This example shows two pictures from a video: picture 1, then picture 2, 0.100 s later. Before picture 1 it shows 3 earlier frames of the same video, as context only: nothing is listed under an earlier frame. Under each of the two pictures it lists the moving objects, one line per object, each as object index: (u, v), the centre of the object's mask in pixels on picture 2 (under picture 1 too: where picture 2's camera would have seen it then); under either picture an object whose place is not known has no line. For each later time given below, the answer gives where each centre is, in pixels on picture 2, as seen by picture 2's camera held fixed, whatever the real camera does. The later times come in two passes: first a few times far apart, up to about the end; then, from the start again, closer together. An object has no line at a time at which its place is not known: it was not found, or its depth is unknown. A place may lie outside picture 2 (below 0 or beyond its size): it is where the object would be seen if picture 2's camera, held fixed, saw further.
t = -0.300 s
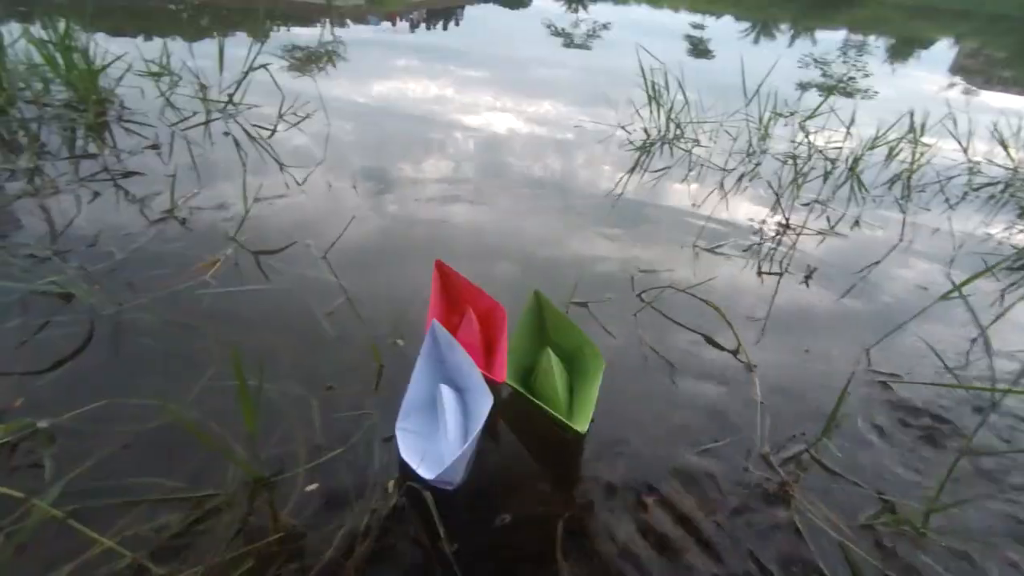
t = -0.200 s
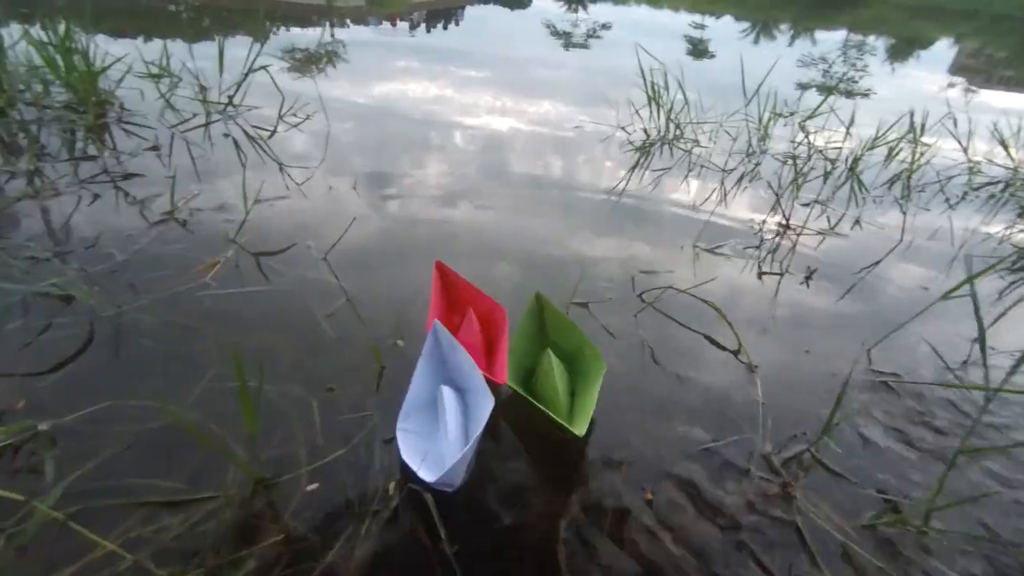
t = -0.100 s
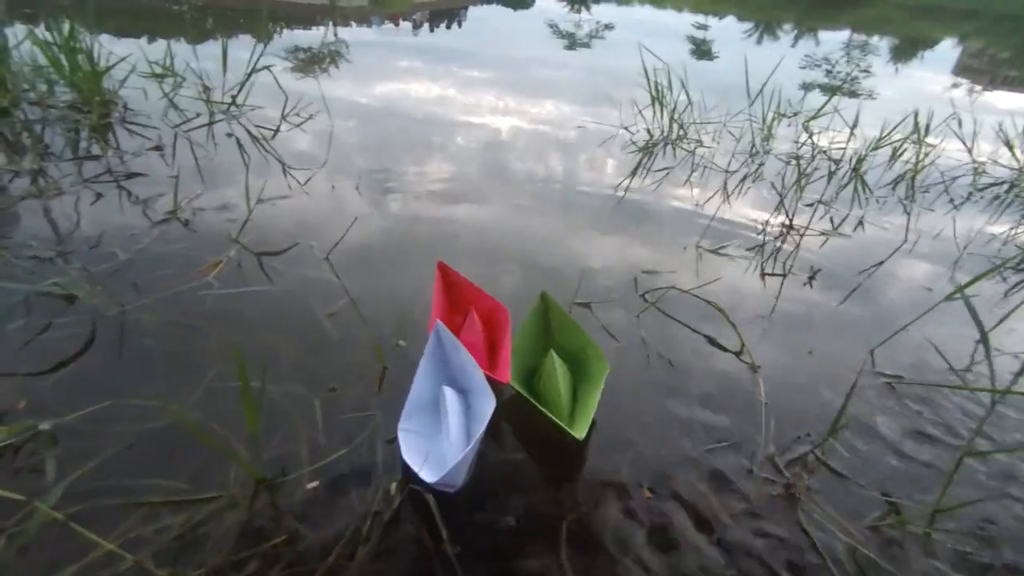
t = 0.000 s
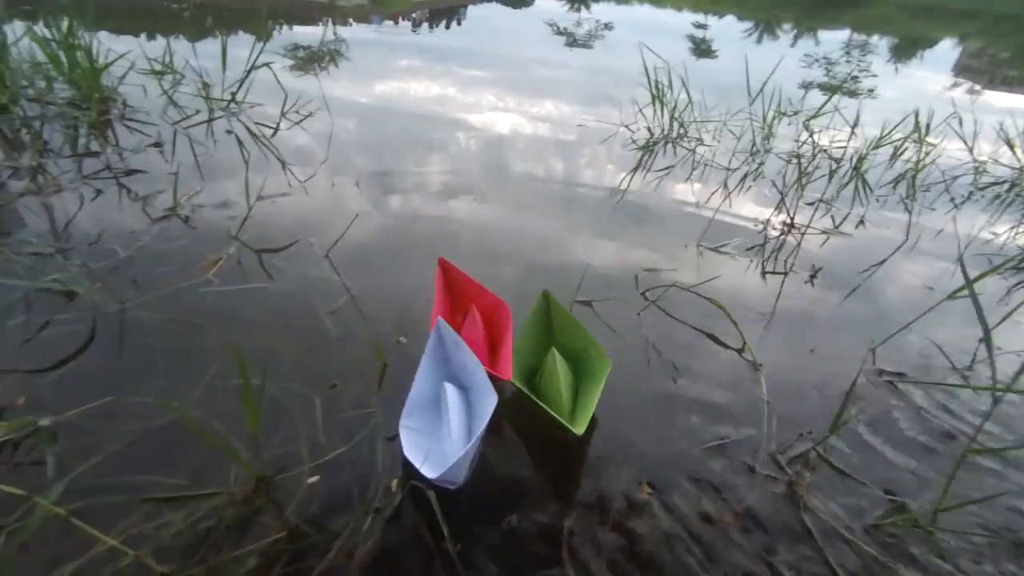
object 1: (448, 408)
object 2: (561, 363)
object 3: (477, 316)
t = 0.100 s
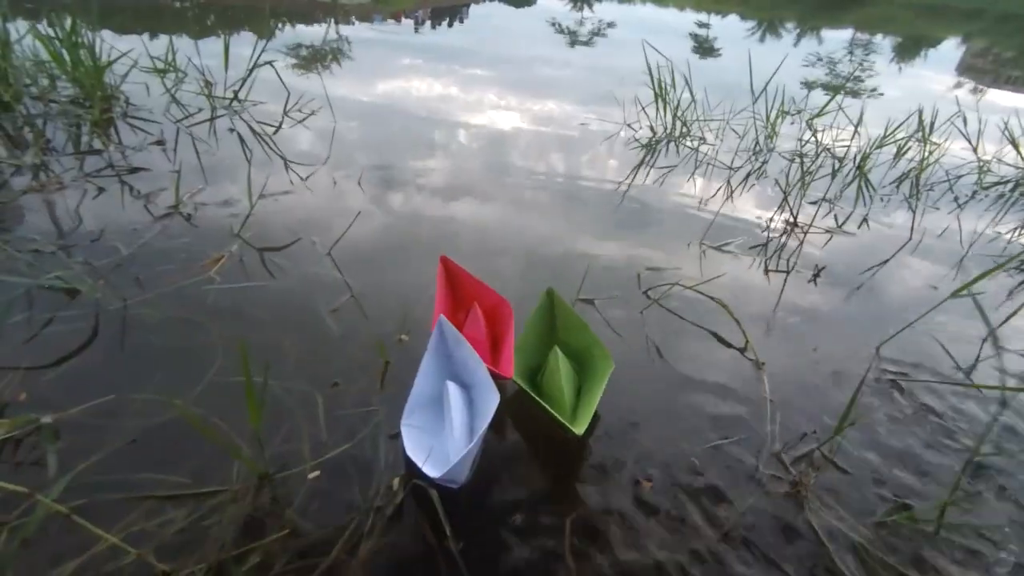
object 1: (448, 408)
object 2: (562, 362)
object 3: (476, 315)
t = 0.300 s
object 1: (447, 407)
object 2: (561, 363)
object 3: (477, 315)
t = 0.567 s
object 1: (449, 406)
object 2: (560, 362)
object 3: (476, 313)
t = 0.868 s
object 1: (449, 404)
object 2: (556, 358)
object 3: (474, 309)
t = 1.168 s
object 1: (449, 403)
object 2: (551, 354)
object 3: (471, 305)
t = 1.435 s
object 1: (449, 404)
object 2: (546, 351)
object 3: (466, 302)
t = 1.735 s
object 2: (538, 344)
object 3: (460, 292)
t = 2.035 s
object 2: (529, 335)
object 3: (454, 285)
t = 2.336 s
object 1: (440, 377)
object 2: (521, 330)
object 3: (448, 278)
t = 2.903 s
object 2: (504, 310)
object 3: (439, 266)
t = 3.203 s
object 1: (430, 373)
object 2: (492, 301)
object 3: (432, 259)
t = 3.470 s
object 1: (427, 374)
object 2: (482, 294)
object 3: (425, 254)
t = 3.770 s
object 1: (424, 375)
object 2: (474, 287)
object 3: (417, 249)
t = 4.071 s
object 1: (422, 375)
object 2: (467, 280)
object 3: (411, 246)
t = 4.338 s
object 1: (421, 376)
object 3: (405, 243)
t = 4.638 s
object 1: (421, 375)
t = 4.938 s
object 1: (420, 374)
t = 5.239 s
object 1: (420, 375)
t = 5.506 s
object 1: (419, 375)
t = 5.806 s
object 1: (416, 374)
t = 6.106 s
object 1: (408, 373)
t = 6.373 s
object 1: (401, 373)
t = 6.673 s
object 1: (393, 375)
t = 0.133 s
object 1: (448, 408)
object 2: (562, 363)
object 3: (477, 315)
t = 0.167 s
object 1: (449, 408)
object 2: (562, 363)
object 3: (477, 316)
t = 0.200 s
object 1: (449, 408)
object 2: (562, 363)
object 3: (477, 315)
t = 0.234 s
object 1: (448, 407)
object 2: (562, 363)
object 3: (477, 315)
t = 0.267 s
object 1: (447, 406)
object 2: (562, 363)
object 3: (477, 315)
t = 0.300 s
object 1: (447, 407)
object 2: (561, 363)
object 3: (477, 315)
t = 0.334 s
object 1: (447, 407)
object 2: (561, 363)
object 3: (477, 315)
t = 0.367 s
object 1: (448, 407)
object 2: (561, 363)
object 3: (477, 315)
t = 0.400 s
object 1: (448, 407)
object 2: (561, 363)
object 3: (477, 314)
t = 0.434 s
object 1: (448, 406)
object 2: (561, 362)
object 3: (477, 314)
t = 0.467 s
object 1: (449, 406)
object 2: (560, 362)
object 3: (476, 313)
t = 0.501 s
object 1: (449, 406)
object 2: (560, 362)
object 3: (476, 313)
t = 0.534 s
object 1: (449, 406)
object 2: (560, 362)
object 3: (476, 313)
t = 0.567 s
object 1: (449, 406)
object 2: (560, 362)
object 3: (476, 313)
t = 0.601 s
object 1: (449, 405)
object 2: (559, 361)
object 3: (476, 312)
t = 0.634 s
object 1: (449, 405)
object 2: (559, 361)
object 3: (476, 312)
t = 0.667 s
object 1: (449, 405)
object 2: (559, 361)
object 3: (476, 311)
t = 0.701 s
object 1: (449, 405)
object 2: (558, 361)
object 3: (475, 311)
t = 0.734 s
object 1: (449, 405)
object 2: (558, 360)
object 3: (475, 311)
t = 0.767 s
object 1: (449, 404)
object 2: (557, 360)
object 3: (475, 310)
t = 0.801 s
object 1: (449, 404)
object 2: (557, 359)
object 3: (475, 310)
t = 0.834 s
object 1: (449, 404)
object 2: (557, 359)
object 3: (474, 309)
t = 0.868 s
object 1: (449, 404)
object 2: (556, 358)
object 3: (474, 309)
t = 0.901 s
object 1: (449, 404)
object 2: (555, 358)
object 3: (473, 309)
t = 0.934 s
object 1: (449, 404)
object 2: (555, 357)
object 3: (473, 308)
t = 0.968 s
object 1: (449, 404)
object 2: (554, 358)
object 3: (473, 308)
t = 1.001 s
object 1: (449, 404)
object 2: (554, 357)
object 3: (472, 308)
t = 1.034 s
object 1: (448, 404)
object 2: (554, 357)
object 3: (472, 307)
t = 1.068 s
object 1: (449, 403)
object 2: (553, 356)
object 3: (472, 307)
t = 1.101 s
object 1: (449, 403)
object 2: (552, 355)
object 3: (471, 306)
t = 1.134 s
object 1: (449, 403)
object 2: (551, 354)
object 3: (471, 305)
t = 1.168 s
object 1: (449, 403)
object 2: (551, 354)
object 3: (471, 305)
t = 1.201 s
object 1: (449, 403)
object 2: (550, 354)
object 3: (470, 304)
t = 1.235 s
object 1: (449, 403)
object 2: (550, 353)
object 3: (470, 304)
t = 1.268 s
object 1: (448, 404)
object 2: (549, 353)
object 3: (469, 304)
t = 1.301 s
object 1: (448, 404)
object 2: (548, 352)
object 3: (468, 303)
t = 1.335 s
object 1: (448, 404)
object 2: (547, 352)
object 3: (468, 303)
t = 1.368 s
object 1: (448, 404)
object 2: (546, 351)
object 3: (467, 302)
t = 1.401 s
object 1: (449, 404)
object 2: (546, 351)
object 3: (467, 302)
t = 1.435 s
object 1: (449, 404)
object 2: (546, 351)
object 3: (466, 302)
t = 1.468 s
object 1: (450, 404)
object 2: (545, 350)
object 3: (466, 301)
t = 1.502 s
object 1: (450, 403)
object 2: (544, 349)
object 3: (465, 301)
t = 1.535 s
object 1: (449, 402)
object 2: (543, 347)
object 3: (465, 300)
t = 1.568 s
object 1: (449, 401)
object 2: (543, 346)
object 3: (464, 299)
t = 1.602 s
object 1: (448, 399)
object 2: (541, 345)
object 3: (463, 297)
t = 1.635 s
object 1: (447, 397)
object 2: (540, 344)
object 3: (462, 296)
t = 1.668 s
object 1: (447, 396)
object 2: (539, 344)
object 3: (461, 294)
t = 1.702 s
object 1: (447, 394)
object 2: (538, 344)
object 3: (461, 293)
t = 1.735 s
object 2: (538, 344)
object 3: (460, 292)
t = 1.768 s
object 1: (447, 394)
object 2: (537, 344)
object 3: (460, 292)
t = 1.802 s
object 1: (447, 395)
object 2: (536, 343)
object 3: (459, 292)
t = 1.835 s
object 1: (447, 394)
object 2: (535, 342)
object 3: (458, 292)
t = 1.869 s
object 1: (447, 394)
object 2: (534, 340)
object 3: (457, 292)
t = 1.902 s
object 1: (447, 393)
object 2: (533, 339)
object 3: (457, 290)
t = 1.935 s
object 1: (446, 390)
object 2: (532, 338)
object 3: (457, 289)
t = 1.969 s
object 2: (531, 338)
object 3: (456, 287)
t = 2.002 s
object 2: (530, 337)
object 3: (455, 286)
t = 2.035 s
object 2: (529, 335)
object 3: (454, 285)
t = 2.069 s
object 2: (529, 335)
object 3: (454, 285)
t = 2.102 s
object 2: (529, 335)
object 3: (454, 285)
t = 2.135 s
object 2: (528, 335)
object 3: (453, 285)
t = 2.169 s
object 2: (527, 334)
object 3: (452, 284)
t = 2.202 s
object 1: (443, 384)
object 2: (527, 333)
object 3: (452, 283)
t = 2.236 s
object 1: (442, 383)
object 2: (526, 332)
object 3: (451, 282)
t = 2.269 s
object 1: (441, 381)
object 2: (525, 332)
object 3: (450, 281)
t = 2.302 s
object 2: (523, 331)
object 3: (449, 279)
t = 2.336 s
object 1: (440, 377)
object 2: (521, 330)
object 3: (448, 278)
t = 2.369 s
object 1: (440, 377)
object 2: (521, 329)
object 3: (448, 277)
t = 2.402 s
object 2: (520, 327)
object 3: (447, 276)
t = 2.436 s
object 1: (439, 377)
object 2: (519, 326)
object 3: (447, 276)
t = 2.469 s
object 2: (519, 325)
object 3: (447, 277)
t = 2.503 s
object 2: (518, 323)
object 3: (447, 276)
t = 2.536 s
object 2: (517, 324)
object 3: (446, 275)
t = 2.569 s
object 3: (444, 273)
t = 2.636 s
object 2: (513, 322)
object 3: (443, 271)
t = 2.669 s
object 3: (443, 270)
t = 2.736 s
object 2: (510, 315)
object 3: (442, 270)
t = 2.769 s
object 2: (509, 315)
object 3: (441, 270)
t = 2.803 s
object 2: (508, 314)
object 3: (441, 269)
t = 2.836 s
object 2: (507, 312)
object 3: (440, 268)
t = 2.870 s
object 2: (506, 311)
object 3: (439, 267)
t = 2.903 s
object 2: (504, 310)
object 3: (439, 266)
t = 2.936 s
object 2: (502, 310)
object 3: (438, 265)
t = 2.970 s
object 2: (500, 309)
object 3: (437, 264)
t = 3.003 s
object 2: (499, 307)
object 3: (436, 264)
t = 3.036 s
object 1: (431, 373)
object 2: (498, 305)
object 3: (436, 264)
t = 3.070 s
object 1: (431, 372)
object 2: (497, 304)
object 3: (435, 263)
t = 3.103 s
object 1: (430, 372)
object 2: (496, 304)
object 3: (435, 262)
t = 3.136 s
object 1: (430, 372)
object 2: (495, 303)
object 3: (434, 261)
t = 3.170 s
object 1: (430, 372)
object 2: (494, 301)
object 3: (433, 260)
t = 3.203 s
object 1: (430, 373)
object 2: (492, 301)
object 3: (432, 259)
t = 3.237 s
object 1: (430, 373)
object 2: (490, 301)
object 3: (431, 258)
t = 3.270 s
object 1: (430, 373)
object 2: (489, 300)
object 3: (430, 258)
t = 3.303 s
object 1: (430, 374)
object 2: (488, 299)
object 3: (430, 257)
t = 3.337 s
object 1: (429, 374)
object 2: (487, 297)
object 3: (429, 257)
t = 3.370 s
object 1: (428, 374)
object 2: (485, 297)
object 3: (428, 256)
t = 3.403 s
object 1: (428, 373)
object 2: (485, 296)
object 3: (427, 256)
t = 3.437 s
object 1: (427, 374)
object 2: (483, 294)
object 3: (426, 255)
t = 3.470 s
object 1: (427, 374)
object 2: (482, 294)
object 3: (425, 254)
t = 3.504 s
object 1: (426, 374)
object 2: (481, 293)
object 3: (424, 253)
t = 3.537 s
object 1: (426, 374)
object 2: (480, 293)
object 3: (423, 252)
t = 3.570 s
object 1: (426, 374)
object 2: (479, 291)
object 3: (422, 252)
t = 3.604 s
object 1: (425, 375)
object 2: (477, 290)
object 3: (421, 251)
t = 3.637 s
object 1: (425, 375)
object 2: (476, 290)
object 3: (421, 251)
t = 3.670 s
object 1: (425, 375)
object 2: (476, 289)
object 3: (420, 250)
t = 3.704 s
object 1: (424, 375)
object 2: (475, 287)
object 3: (419, 250)
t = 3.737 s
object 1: (424, 376)
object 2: (474, 288)
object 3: (418, 250)
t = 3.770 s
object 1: (424, 375)
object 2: (474, 287)
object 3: (417, 249)
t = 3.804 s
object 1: (424, 375)
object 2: (473, 287)
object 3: (416, 249)
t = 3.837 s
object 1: (424, 375)
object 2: (471, 286)
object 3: (415, 248)
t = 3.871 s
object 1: (423, 376)
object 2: (470, 286)
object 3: (415, 248)
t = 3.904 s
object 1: (422, 376)
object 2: (469, 285)
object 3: (414, 247)
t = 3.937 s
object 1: (422, 376)
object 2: (468, 284)
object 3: (413, 247)
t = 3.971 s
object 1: (422, 376)
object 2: (468, 282)
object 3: (413, 246)
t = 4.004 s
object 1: (422, 376)
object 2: (467, 281)
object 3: (412, 246)
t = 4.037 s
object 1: (422, 376)
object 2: (467, 281)
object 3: (411, 246)
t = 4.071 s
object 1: (422, 375)
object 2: (467, 280)
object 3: (411, 246)
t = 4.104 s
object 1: (422, 376)
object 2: (466, 280)
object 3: (410, 246)
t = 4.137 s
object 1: (421, 375)
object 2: (464, 279)
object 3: (409, 245)
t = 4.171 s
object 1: (421, 375)
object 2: (463, 279)
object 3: (409, 245)
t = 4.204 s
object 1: (420, 375)
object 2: (463, 278)
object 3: (408, 244)
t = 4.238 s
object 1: (421, 376)
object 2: (462, 277)
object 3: (407, 243)
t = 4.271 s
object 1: (421, 376)
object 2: (462, 276)
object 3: (407, 243)
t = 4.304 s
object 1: (421, 376)
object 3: (406, 243)
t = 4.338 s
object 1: (421, 376)
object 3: (405, 243)
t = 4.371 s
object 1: (421, 376)
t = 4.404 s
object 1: (420, 375)
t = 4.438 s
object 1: (420, 375)
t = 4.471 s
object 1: (420, 376)
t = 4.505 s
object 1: (421, 376)
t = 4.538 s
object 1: (421, 375)
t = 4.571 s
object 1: (421, 375)
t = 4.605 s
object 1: (421, 376)
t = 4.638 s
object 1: (421, 375)
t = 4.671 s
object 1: (420, 375)
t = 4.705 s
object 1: (420, 375)
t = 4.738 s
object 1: (420, 374)
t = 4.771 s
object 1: (420, 375)
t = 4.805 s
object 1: (421, 375)
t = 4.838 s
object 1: (421, 375)
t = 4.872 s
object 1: (420, 375)
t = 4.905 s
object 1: (420, 374)
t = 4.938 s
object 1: (420, 374)
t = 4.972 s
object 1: (420, 375)
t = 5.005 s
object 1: (421, 375)
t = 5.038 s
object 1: (421, 375)
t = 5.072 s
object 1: (421, 375)
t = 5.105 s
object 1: (421, 376)
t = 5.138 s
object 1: (421, 376)
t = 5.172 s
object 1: (420, 376)
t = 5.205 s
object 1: (420, 375)
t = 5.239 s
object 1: (420, 375)
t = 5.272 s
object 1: (420, 375)
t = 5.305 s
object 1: (421, 375)
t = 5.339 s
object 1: (421, 375)
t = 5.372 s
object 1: (421, 375)
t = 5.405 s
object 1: (420, 375)
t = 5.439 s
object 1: (419, 375)
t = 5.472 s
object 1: (419, 375)
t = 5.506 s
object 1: (419, 375)
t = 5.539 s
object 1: (419, 374)
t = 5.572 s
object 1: (420, 374)
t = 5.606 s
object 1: (420, 374)
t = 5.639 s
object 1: (419, 374)
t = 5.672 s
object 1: (417, 374)
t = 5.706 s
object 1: (416, 374)
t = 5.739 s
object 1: (416, 375)
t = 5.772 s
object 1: (416, 374)
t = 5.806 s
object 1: (416, 374)
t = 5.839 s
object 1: (416, 374)
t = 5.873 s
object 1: (415, 374)
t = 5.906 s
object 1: (413, 373)
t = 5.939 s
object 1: (412, 373)
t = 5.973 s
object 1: (410, 372)
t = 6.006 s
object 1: (409, 372)
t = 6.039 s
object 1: (410, 373)
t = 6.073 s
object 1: (409, 373)
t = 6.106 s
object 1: (408, 373)
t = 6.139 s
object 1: (407, 374)
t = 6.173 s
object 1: (404, 373)
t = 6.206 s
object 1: (402, 373)
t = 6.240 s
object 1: (401, 373)
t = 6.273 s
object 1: (401, 372)
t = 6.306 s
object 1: (401, 372)
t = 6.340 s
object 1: (401, 372)
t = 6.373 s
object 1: (401, 373)
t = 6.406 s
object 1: (399, 374)
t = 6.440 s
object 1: (397, 375)
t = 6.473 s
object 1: (396, 375)
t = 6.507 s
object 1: (395, 375)
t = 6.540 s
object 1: (395, 374)
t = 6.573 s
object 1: (396, 374)
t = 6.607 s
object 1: (395, 375)
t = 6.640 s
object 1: (395, 375)
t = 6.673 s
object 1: (393, 375)
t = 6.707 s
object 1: (392, 375)
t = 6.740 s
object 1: (391, 376)
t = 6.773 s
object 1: (391, 375)
